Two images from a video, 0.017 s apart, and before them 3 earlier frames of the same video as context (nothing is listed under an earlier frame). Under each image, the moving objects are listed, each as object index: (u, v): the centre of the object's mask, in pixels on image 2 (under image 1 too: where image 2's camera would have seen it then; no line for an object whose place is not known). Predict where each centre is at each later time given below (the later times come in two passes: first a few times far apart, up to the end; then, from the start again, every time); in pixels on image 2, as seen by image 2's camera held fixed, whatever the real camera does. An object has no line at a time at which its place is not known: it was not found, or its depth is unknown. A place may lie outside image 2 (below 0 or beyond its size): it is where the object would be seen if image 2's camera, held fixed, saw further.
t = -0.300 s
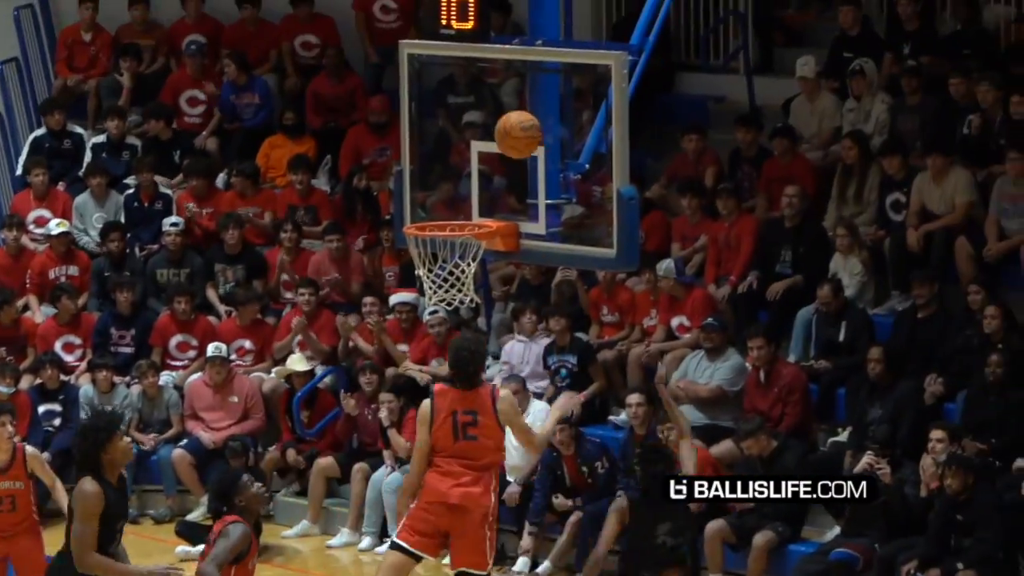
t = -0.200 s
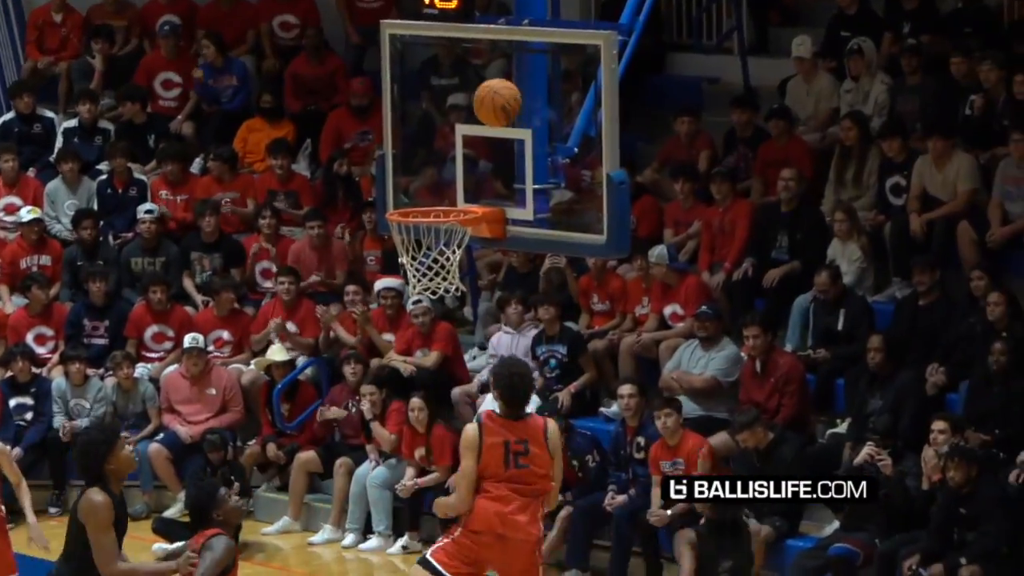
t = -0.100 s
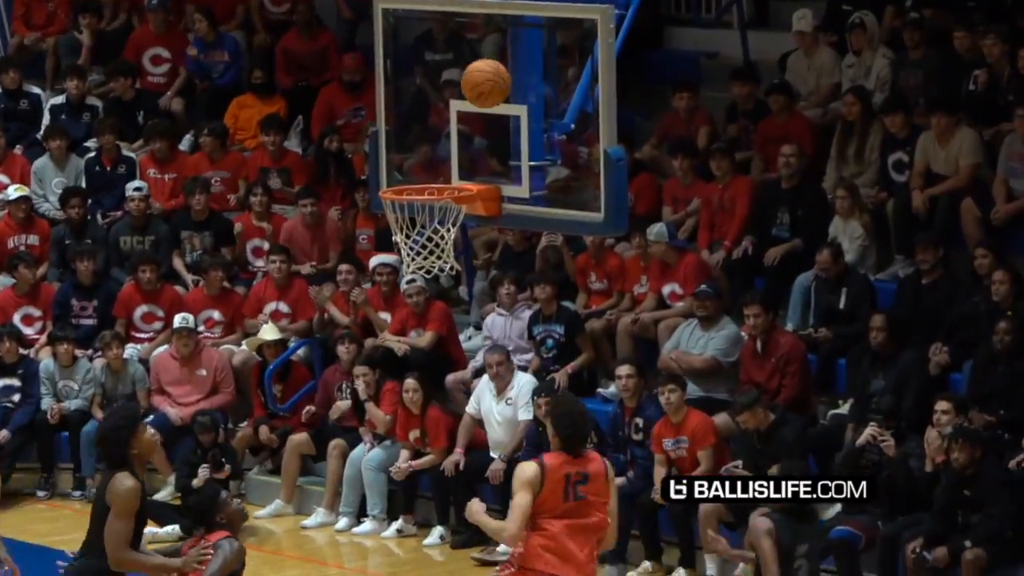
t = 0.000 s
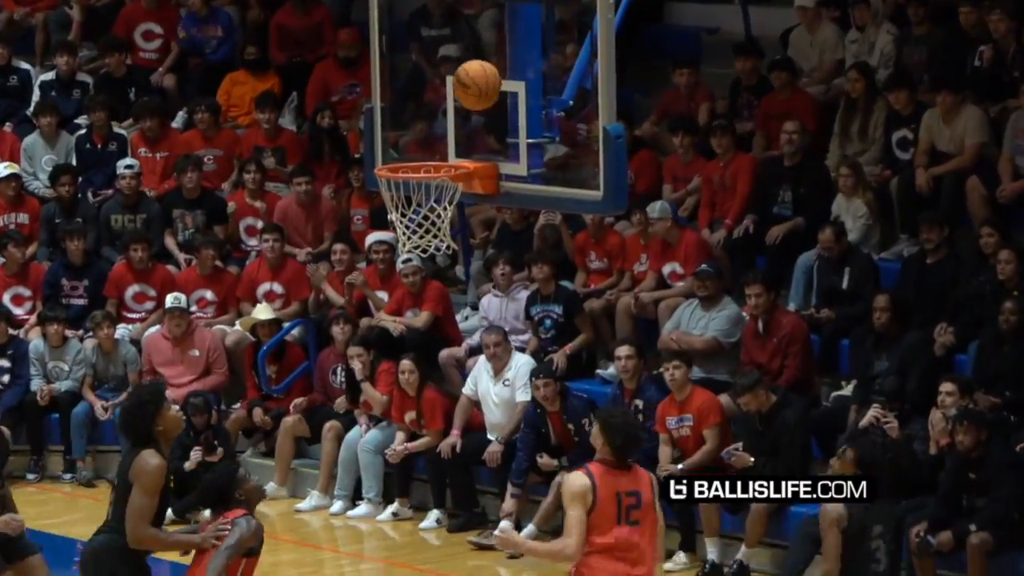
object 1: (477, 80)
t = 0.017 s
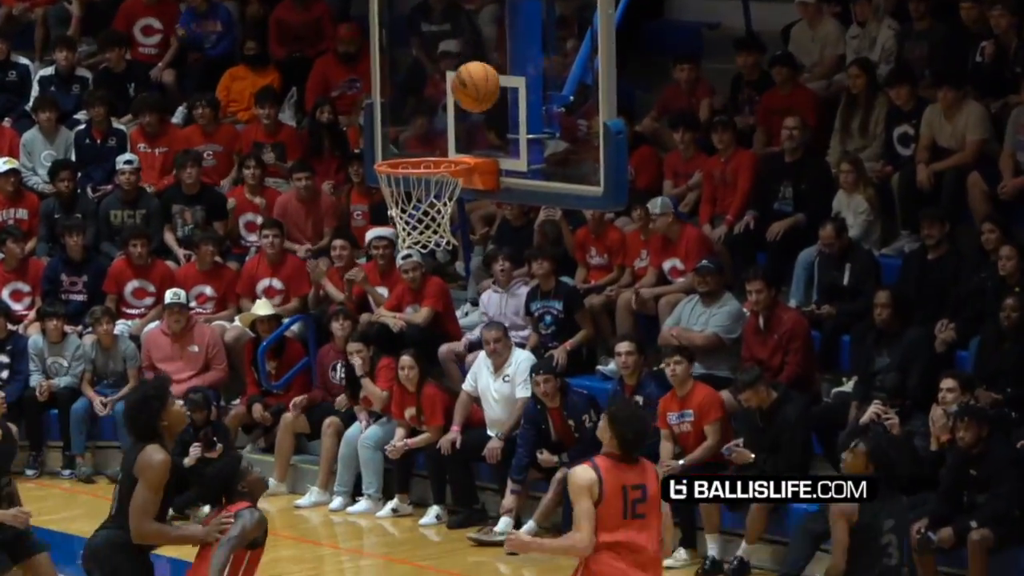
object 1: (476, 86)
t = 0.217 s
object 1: (462, 109)
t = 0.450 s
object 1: (429, 112)
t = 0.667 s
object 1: (398, 201)
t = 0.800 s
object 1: (408, 254)
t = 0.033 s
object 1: (475, 93)
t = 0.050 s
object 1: (474, 101)
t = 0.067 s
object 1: (473, 108)
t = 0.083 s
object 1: (473, 117)
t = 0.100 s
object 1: (472, 125)
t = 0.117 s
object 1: (471, 135)
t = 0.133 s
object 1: (471, 135)
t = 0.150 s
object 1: (472, 127)
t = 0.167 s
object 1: (470, 122)
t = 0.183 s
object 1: (467, 117)
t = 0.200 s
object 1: (465, 112)
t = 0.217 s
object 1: (462, 109)
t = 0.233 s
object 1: (460, 106)
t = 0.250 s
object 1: (457, 103)
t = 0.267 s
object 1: (455, 101)
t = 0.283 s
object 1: (453, 98)
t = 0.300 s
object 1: (450, 98)
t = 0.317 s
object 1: (448, 98)
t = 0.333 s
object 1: (445, 99)
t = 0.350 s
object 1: (443, 101)
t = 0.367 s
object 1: (441, 102)
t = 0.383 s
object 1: (438, 104)
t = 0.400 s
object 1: (436, 106)
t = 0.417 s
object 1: (433, 108)
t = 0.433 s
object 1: (431, 110)
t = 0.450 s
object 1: (429, 112)
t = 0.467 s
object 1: (426, 115)
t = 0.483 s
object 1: (424, 119)
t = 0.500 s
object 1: (421, 123)
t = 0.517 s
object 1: (418, 129)
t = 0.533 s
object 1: (416, 135)
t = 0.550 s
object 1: (414, 142)
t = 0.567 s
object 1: (411, 148)
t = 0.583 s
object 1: (409, 152)
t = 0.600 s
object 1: (407, 157)
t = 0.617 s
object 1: (405, 161)
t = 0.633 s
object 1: (401, 185)
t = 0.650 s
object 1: (399, 194)
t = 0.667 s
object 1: (398, 201)
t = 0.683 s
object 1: (398, 203)
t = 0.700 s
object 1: (398, 215)
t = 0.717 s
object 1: (399, 219)
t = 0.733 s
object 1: (401, 224)
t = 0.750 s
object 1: (401, 231)
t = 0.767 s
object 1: (403, 239)
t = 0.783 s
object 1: (406, 247)
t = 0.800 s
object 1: (408, 254)
